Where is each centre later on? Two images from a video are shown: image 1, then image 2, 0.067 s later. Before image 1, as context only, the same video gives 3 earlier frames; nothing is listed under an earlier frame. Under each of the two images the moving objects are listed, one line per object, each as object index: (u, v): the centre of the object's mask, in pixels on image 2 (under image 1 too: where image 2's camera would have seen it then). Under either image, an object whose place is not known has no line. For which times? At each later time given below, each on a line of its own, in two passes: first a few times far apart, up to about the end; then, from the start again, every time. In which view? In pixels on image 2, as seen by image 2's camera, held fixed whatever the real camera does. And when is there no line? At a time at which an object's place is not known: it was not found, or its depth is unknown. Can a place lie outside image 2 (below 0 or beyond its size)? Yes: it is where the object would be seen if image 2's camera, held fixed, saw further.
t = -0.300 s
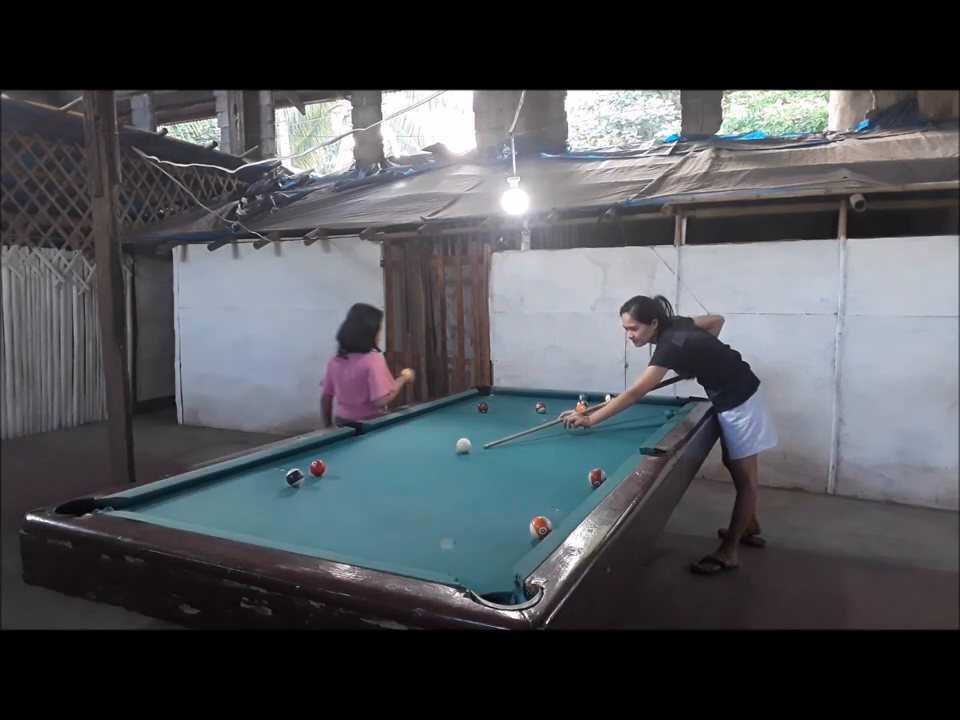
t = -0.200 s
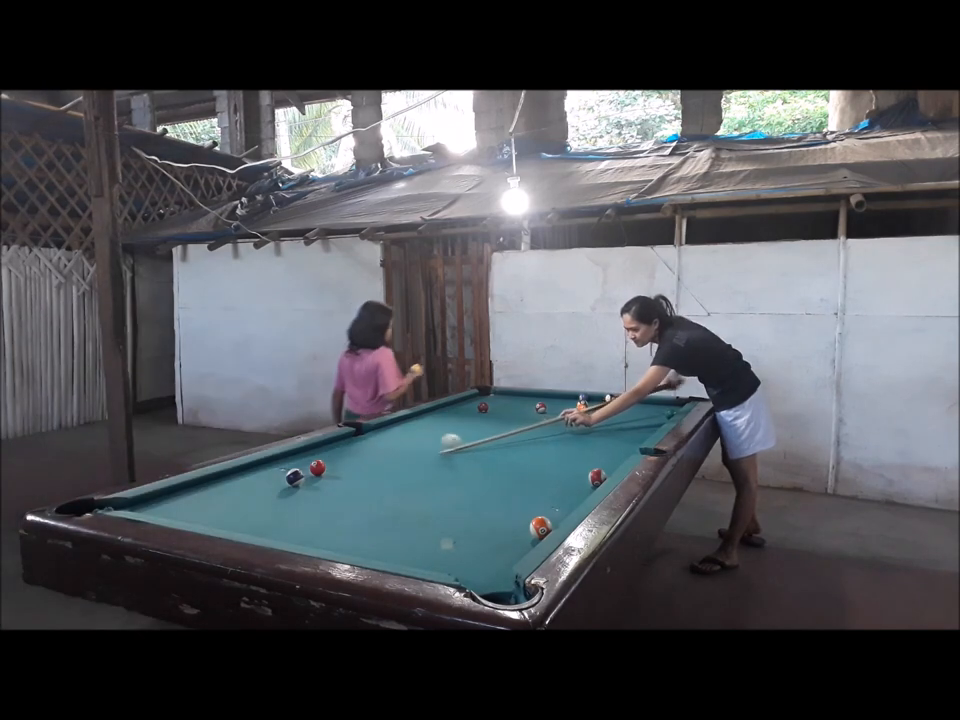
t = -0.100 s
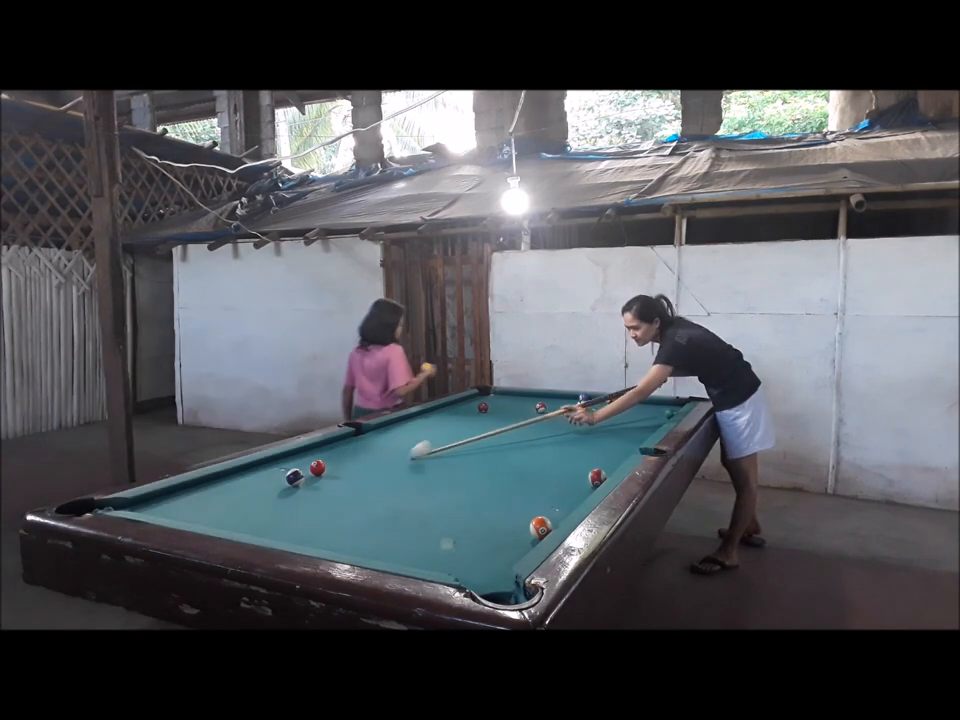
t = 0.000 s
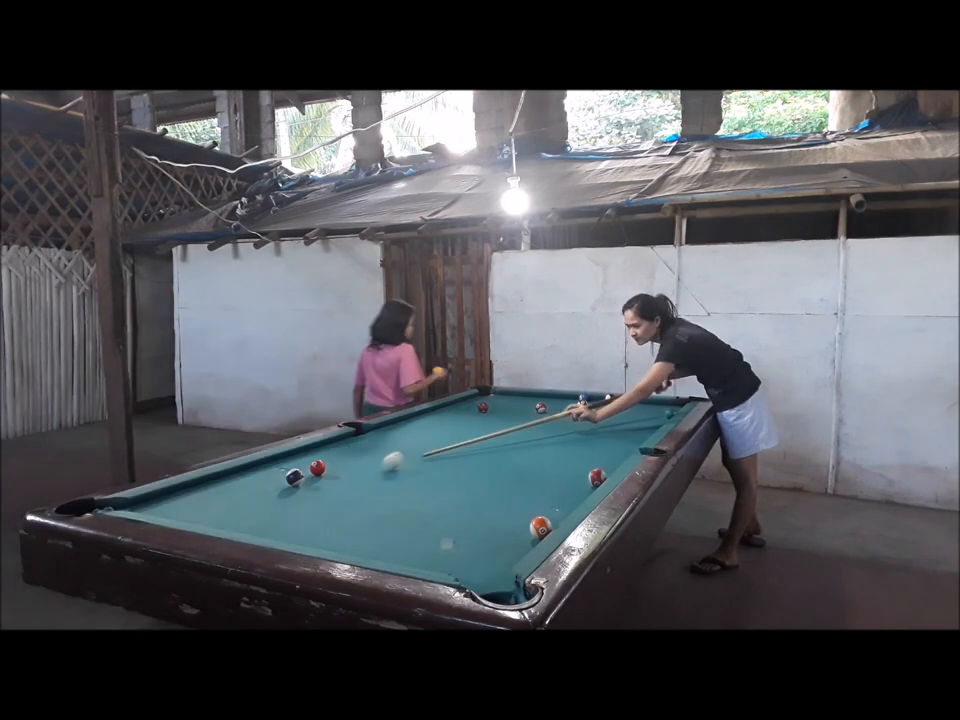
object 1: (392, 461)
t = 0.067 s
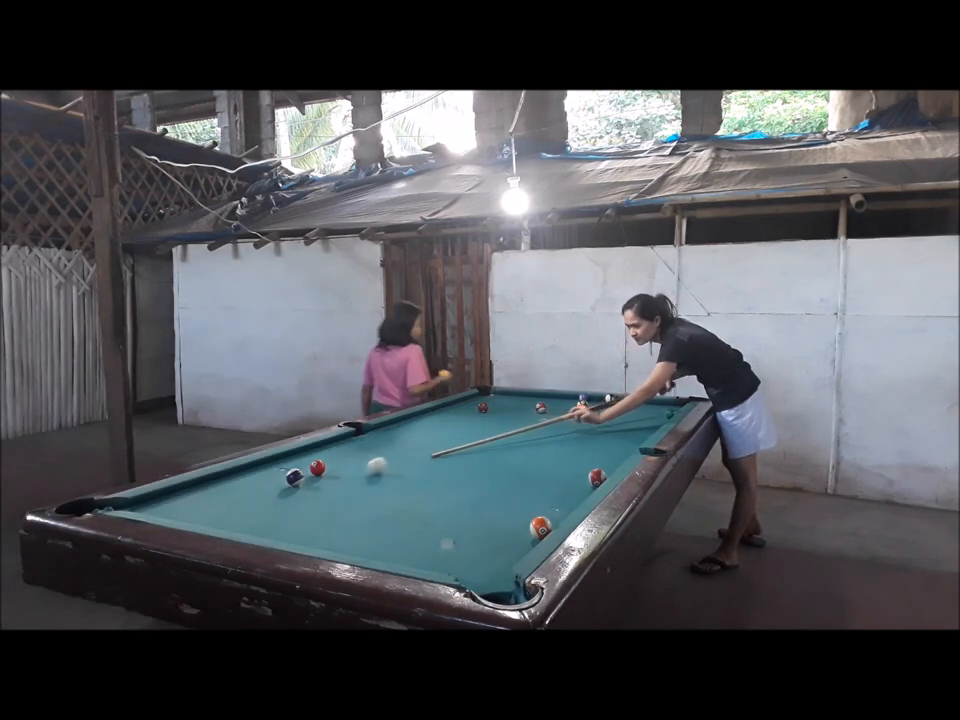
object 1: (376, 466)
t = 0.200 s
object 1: (349, 474)
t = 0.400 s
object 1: (306, 486)
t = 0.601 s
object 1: (258, 500)
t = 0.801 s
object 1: (205, 514)
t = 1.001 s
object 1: (201, 512)
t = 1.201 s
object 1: (217, 502)
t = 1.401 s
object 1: (231, 493)
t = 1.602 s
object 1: (243, 486)
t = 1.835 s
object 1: (257, 480)
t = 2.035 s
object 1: (267, 474)
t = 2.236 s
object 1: (276, 470)
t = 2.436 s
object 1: (285, 465)
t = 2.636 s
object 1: (294, 462)
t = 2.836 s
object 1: (301, 460)
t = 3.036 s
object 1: (308, 457)
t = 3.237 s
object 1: (314, 455)
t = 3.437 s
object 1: (320, 453)
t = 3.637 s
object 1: (326, 453)
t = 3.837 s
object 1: (331, 452)
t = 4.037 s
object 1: (334, 451)
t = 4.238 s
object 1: (336, 450)
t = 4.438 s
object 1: (338, 450)
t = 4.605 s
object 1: (338, 450)
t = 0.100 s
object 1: (370, 468)
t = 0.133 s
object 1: (363, 470)
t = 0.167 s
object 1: (356, 472)
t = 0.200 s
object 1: (349, 474)
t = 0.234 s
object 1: (342, 476)
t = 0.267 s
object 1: (336, 477)
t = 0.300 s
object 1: (328, 480)
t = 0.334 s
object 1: (321, 482)
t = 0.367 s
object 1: (314, 484)
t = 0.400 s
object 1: (306, 486)
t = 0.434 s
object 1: (298, 488)
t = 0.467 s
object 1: (291, 490)
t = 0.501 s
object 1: (282, 493)
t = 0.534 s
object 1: (275, 495)
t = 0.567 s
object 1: (266, 497)
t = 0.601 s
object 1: (258, 500)
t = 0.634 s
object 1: (249, 503)
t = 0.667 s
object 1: (241, 505)
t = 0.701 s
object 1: (233, 508)
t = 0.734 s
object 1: (223, 510)
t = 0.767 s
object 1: (214, 512)
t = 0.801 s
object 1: (205, 514)
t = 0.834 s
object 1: (196, 516)
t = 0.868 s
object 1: (189, 516)
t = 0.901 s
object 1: (192, 515)
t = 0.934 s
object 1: (196, 514)
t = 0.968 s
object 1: (198, 513)
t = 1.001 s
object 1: (201, 512)
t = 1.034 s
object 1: (204, 510)
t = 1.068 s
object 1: (207, 508)
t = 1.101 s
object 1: (209, 507)
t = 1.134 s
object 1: (212, 505)
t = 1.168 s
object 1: (214, 503)
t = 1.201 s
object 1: (217, 502)
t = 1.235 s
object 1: (219, 500)
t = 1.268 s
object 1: (222, 499)
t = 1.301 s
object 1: (224, 497)
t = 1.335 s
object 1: (227, 496)
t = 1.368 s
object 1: (229, 495)
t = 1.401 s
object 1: (231, 493)
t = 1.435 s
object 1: (234, 492)
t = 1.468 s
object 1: (235, 491)
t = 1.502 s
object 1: (238, 490)
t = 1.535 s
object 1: (239, 489)
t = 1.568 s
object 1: (242, 488)
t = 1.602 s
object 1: (243, 486)
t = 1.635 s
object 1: (246, 485)
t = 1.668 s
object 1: (247, 484)
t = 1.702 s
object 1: (249, 483)
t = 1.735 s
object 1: (251, 482)
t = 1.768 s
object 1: (253, 481)
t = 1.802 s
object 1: (255, 480)
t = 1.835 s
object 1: (257, 480)
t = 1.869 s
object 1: (258, 479)
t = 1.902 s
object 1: (260, 478)
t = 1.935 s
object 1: (262, 477)
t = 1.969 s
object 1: (263, 476)
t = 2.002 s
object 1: (265, 475)
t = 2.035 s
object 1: (267, 474)
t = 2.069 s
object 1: (268, 474)
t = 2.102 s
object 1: (270, 473)
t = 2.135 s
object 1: (271, 472)
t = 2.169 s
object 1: (273, 471)
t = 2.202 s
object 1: (275, 470)
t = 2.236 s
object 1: (276, 470)
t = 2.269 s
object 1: (278, 469)
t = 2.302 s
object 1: (279, 468)
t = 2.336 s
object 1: (281, 467)
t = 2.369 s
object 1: (282, 467)
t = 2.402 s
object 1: (284, 466)
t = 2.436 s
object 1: (285, 465)
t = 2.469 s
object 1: (286, 465)
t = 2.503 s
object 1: (287, 464)
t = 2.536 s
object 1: (289, 463)
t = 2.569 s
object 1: (290, 463)
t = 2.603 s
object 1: (293, 462)
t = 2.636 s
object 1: (294, 462)
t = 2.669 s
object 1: (295, 462)
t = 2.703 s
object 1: (296, 461)
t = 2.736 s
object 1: (297, 461)
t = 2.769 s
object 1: (299, 461)
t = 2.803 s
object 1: (300, 460)
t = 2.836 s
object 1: (301, 460)
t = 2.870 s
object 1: (302, 460)
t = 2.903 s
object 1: (303, 459)
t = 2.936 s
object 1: (305, 458)
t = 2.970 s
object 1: (306, 458)
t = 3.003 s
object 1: (307, 458)
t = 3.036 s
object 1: (308, 457)
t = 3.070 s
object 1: (309, 457)
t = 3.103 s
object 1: (310, 457)
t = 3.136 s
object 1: (311, 455)
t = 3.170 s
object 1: (312, 455)
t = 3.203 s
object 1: (313, 455)
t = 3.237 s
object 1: (314, 455)
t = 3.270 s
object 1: (315, 454)
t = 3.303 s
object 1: (316, 454)
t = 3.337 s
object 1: (318, 454)
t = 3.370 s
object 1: (319, 453)
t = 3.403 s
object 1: (320, 453)
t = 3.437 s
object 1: (320, 453)
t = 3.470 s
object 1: (321, 453)
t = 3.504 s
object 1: (322, 453)
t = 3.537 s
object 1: (323, 453)
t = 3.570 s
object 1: (324, 453)
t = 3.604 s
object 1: (325, 453)
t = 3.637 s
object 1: (326, 453)
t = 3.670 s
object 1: (327, 453)
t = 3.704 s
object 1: (327, 452)
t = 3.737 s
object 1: (329, 452)
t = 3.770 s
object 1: (329, 452)
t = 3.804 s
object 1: (330, 452)
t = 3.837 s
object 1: (331, 452)
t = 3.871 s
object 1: (331, 452)
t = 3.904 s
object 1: (332, 452)
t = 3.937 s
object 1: (333, 451)
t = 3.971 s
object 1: (333, 451)
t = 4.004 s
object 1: (334, 451)
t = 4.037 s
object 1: (334, 451)
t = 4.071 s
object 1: (334, 451)
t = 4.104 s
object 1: (334, 450)
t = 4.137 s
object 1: (335, 451)
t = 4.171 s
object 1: (336, 450)
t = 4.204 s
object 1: (336, 450)
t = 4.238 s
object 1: (336, 450)
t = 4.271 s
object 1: (336, 450)
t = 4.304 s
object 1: (337, 450)
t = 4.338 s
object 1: (337, 450)
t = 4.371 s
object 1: (337, 450)
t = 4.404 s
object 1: (338, 450)
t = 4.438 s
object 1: (338, 450)
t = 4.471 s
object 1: (338, 450)
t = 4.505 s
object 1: (338, 450)
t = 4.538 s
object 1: (338, 450)
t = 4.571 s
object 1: (338, 450)
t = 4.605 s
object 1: (338, 450)
